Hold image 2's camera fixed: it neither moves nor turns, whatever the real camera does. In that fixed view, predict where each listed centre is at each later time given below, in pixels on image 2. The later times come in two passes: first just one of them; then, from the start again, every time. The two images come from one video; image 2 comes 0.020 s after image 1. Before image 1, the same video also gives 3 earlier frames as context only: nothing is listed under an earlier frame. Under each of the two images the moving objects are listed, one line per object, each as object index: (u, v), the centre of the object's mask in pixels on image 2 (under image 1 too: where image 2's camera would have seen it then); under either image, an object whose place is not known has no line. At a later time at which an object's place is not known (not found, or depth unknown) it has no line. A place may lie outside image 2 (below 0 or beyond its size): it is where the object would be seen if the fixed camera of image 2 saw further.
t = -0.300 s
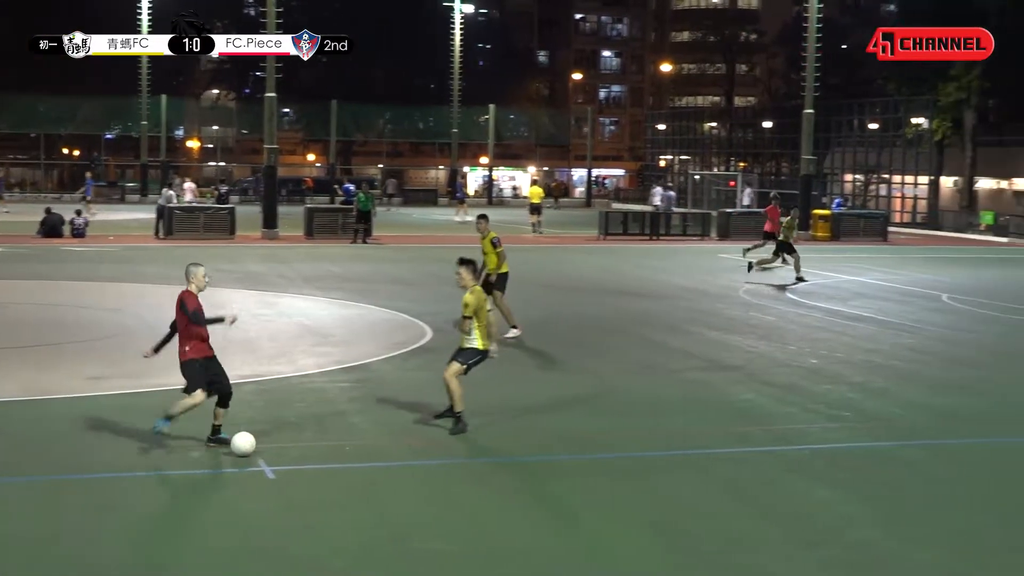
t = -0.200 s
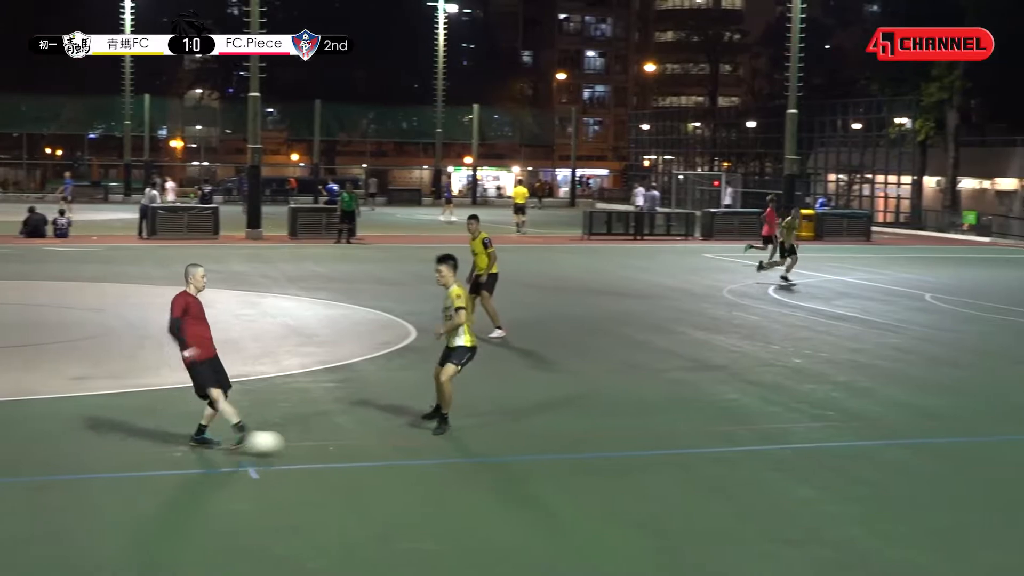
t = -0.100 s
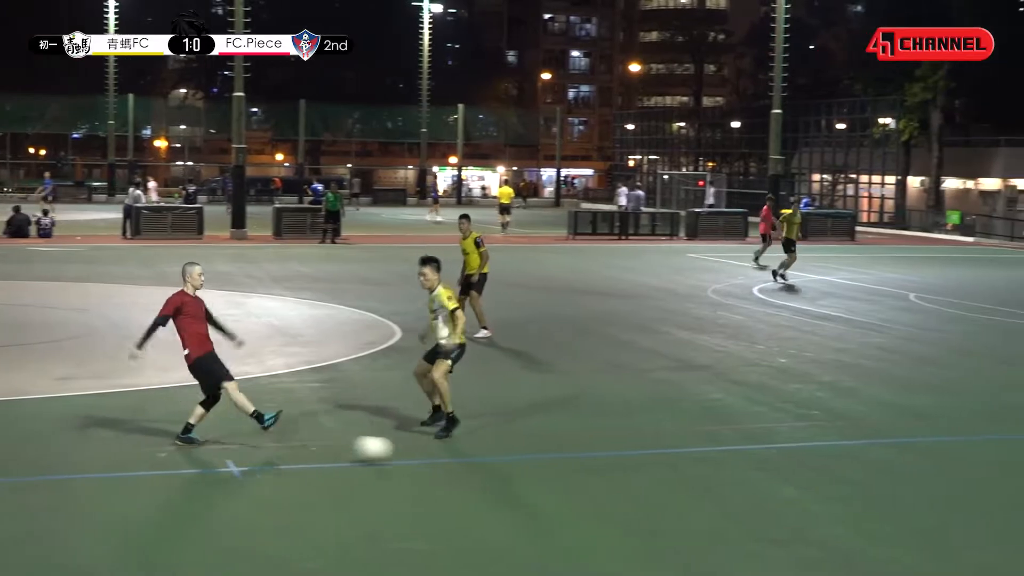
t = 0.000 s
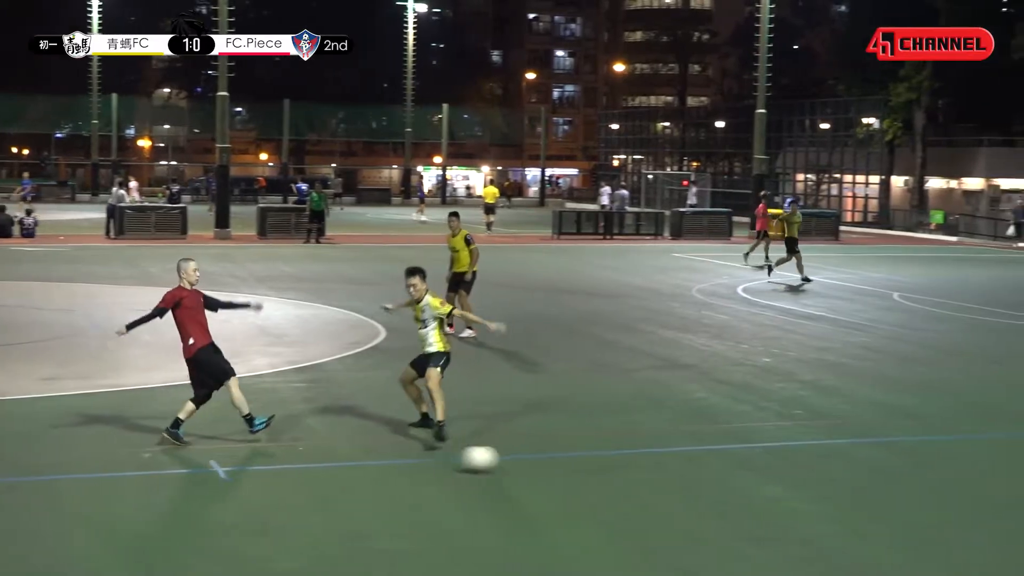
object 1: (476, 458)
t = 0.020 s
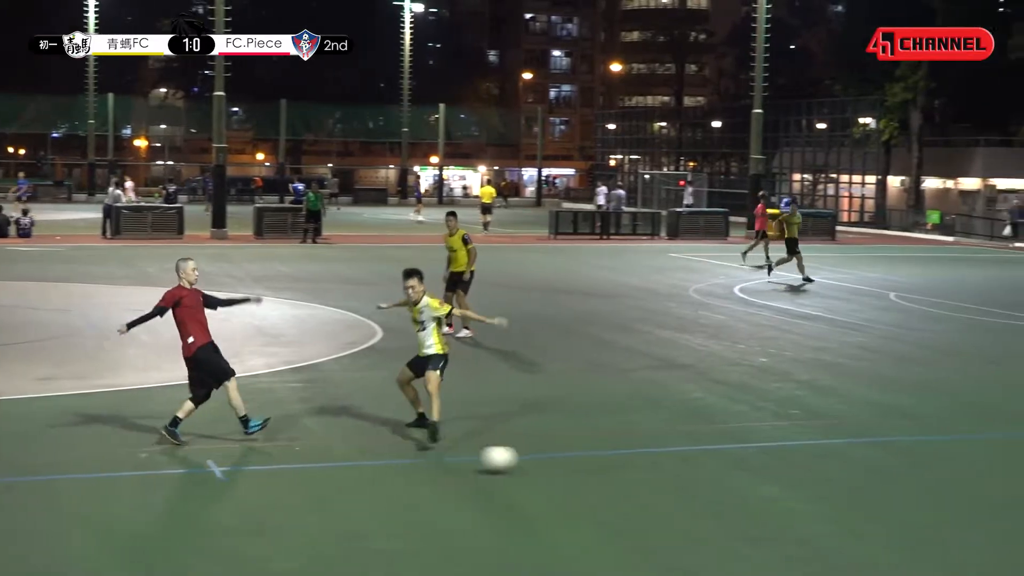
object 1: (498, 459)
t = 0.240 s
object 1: (729, 472)
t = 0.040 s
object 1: (521, 459)
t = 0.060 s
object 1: (544, 460)
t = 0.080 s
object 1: (566, 462)
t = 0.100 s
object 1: (588, 465)
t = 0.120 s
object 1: (611, 467)
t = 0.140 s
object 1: (632, 469)
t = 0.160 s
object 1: (651, 468)
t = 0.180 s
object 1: (670, 468)
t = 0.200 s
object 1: (690, 469)
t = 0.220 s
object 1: (709, 470)
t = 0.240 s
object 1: (729, 472)
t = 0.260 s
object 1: (748, 474)
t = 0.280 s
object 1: (766, 476)
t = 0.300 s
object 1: (784, 476)
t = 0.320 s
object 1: (796, 476)
